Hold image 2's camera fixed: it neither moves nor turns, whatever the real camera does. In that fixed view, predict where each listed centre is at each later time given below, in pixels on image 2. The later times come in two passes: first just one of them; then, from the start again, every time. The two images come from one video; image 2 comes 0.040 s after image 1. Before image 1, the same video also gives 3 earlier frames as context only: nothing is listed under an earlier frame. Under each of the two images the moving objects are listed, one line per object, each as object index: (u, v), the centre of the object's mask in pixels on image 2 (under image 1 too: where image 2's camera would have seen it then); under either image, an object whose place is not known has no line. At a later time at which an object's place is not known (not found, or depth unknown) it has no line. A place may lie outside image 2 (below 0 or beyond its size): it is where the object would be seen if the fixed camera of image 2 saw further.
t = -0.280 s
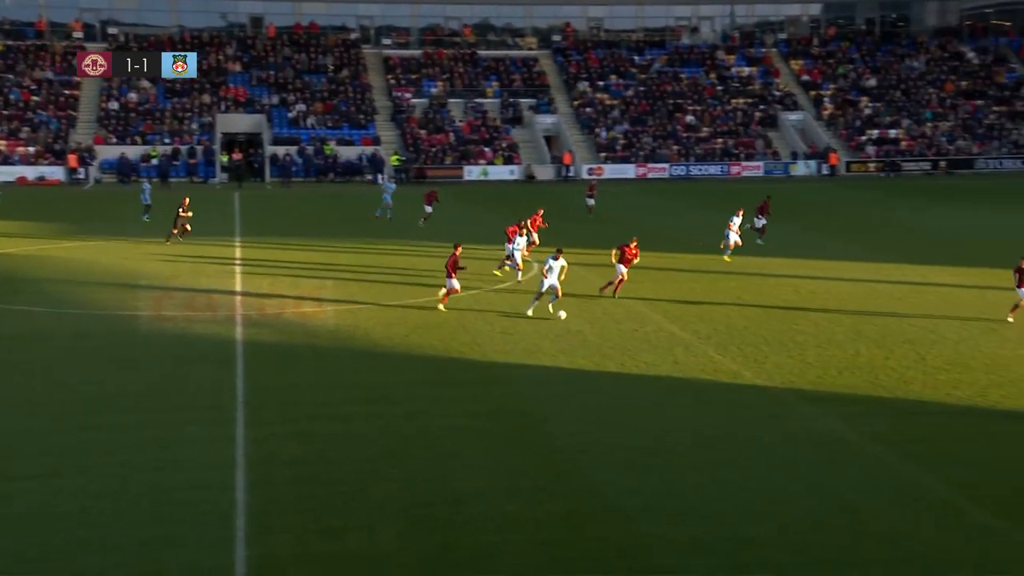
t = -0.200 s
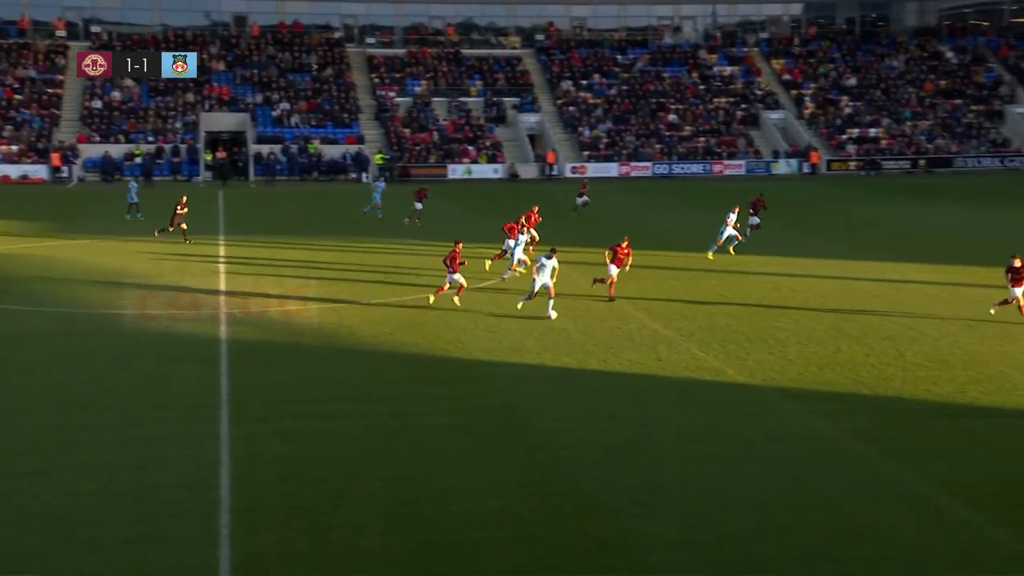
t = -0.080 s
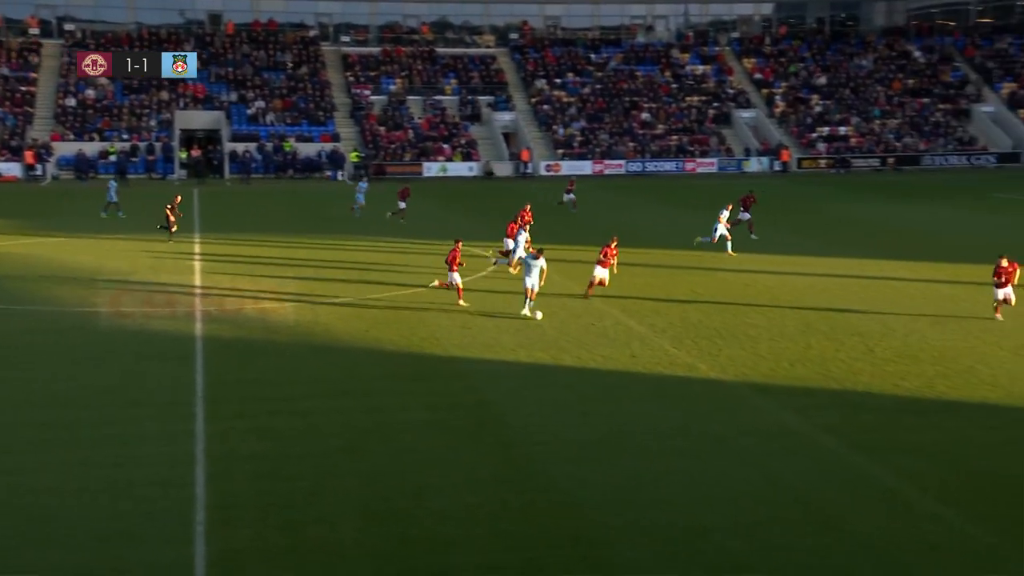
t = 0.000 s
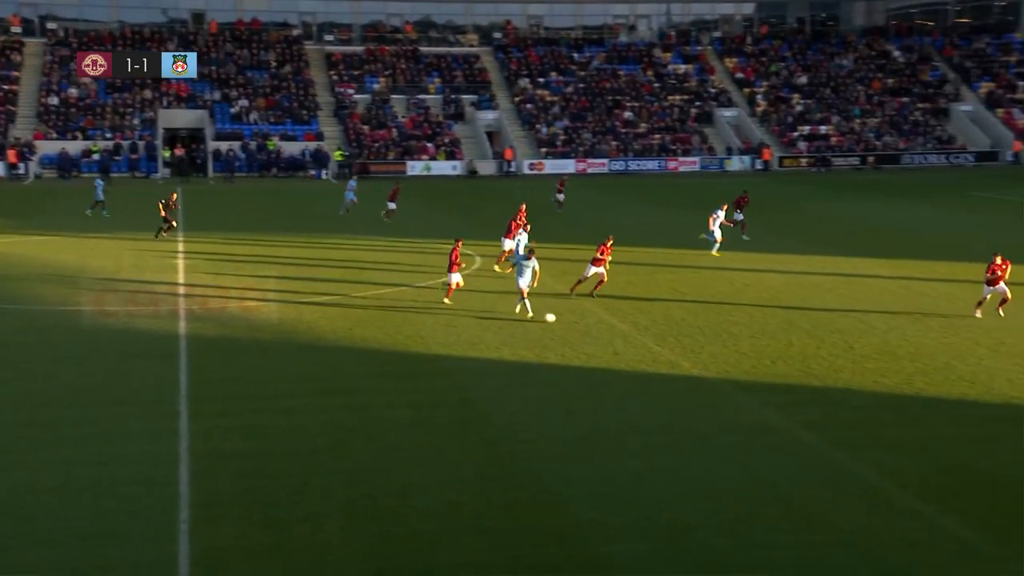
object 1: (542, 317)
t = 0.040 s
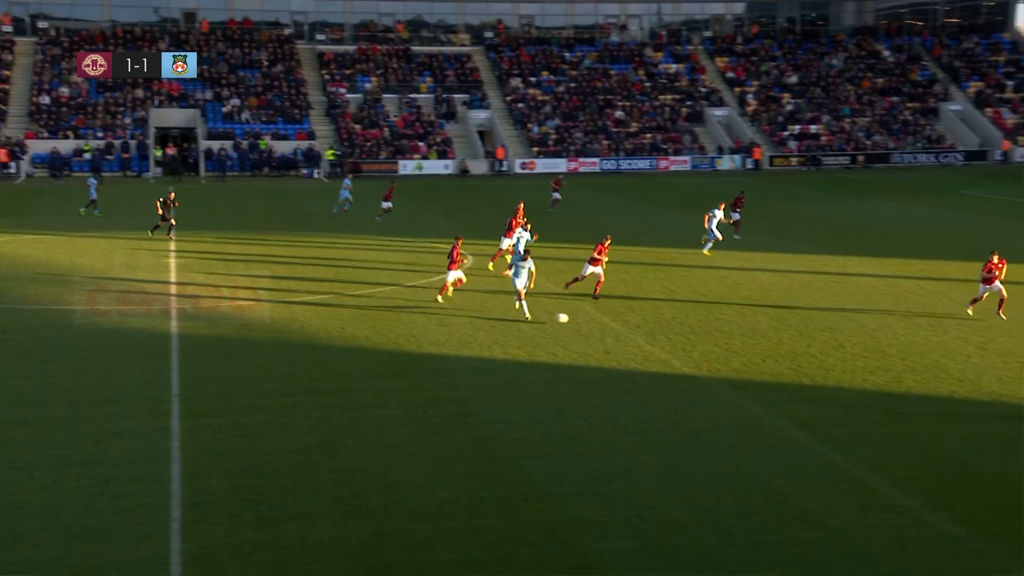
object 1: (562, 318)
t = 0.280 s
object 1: (695, 338)
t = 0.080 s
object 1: (584, 320)
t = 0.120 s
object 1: (606, 323)
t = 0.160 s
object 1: (628, 327)
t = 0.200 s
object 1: (651, 332)
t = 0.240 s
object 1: (674, 336)
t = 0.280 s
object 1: (695, 338)
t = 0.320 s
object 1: (719, 341)
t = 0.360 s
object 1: (743, 345)
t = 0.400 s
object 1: (766, 350)
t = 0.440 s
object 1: (789, 352)
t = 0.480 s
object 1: (813, 354)
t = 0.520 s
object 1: (836, 358)
